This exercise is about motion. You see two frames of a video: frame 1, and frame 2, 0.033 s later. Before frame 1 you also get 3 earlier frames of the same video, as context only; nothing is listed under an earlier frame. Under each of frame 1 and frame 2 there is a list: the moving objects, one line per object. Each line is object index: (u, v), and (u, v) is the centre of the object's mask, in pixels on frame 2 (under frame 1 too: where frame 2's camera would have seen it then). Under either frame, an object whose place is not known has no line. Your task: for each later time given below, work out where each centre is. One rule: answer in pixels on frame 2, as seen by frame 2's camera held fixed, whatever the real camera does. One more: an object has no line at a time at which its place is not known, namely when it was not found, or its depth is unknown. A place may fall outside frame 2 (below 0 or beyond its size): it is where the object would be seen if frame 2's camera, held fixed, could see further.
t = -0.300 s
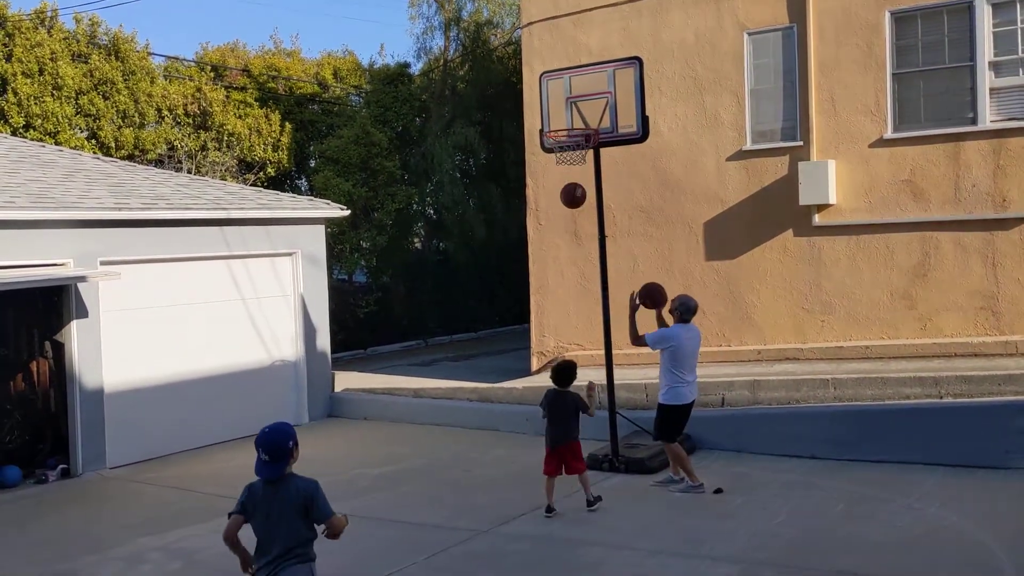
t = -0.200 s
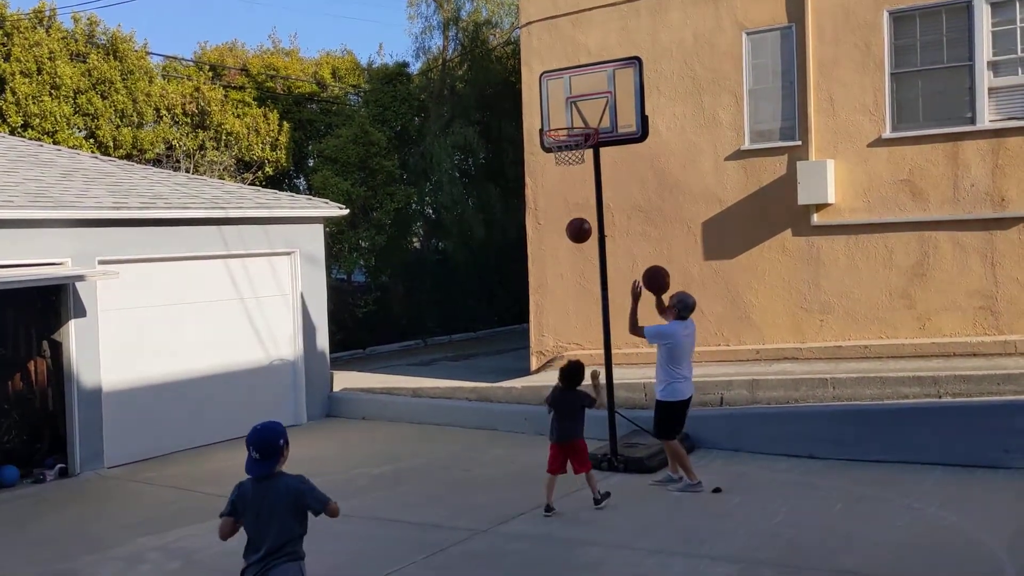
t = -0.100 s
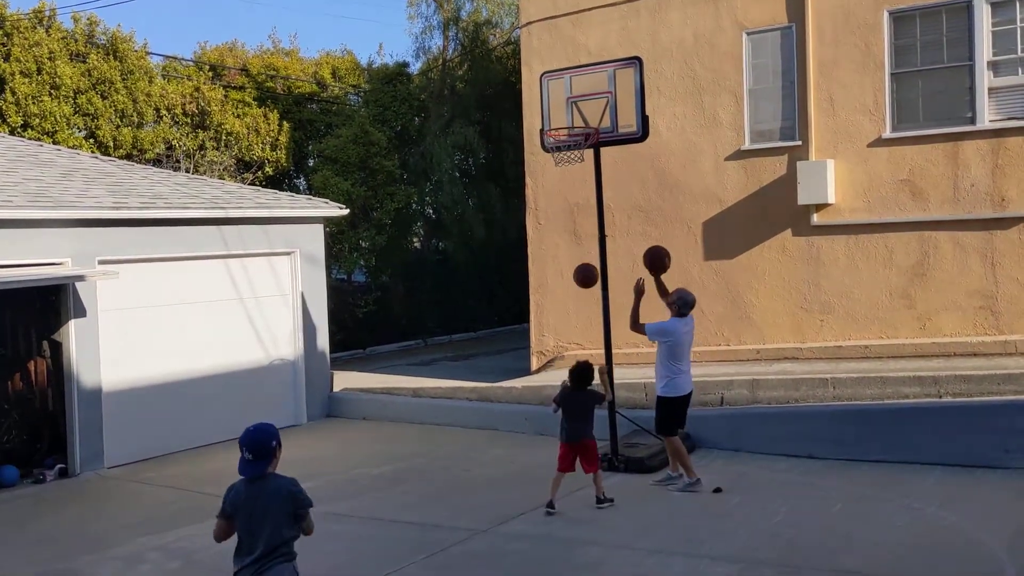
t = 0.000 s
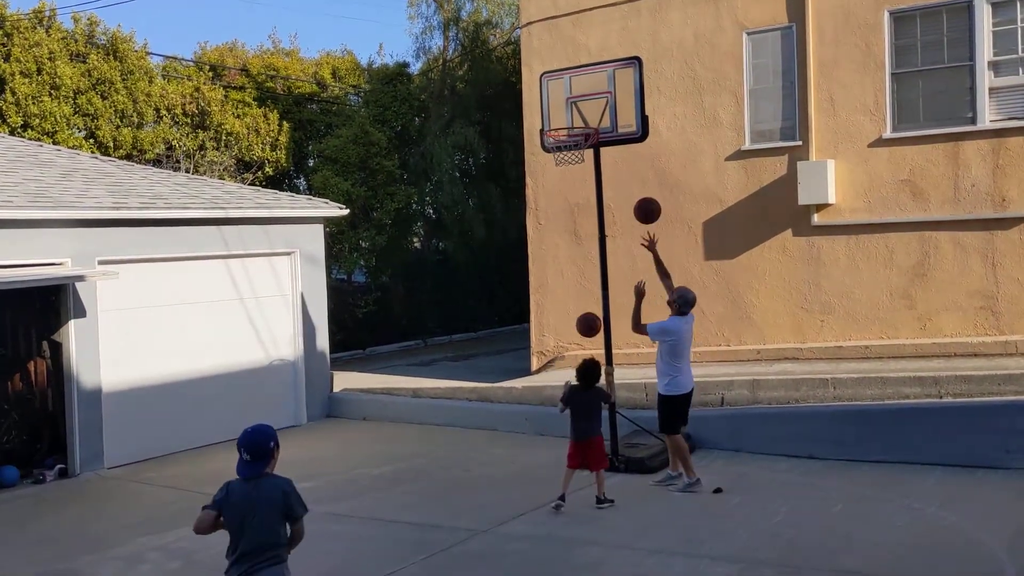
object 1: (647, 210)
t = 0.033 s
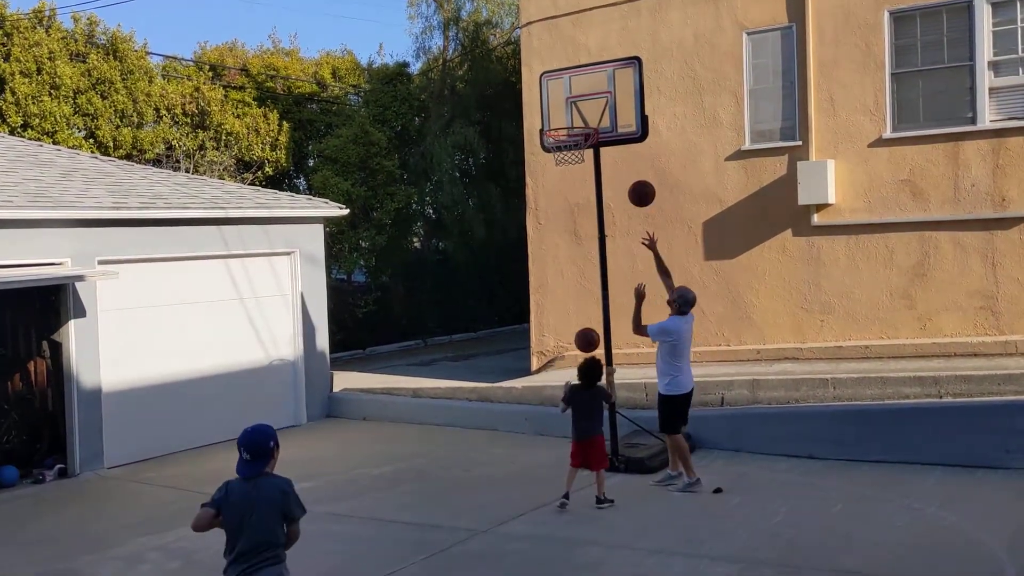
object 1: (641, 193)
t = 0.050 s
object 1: (639, 186)
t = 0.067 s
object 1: (636, 178)
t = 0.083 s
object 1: (633, 171)
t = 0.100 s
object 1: (631, 164)
